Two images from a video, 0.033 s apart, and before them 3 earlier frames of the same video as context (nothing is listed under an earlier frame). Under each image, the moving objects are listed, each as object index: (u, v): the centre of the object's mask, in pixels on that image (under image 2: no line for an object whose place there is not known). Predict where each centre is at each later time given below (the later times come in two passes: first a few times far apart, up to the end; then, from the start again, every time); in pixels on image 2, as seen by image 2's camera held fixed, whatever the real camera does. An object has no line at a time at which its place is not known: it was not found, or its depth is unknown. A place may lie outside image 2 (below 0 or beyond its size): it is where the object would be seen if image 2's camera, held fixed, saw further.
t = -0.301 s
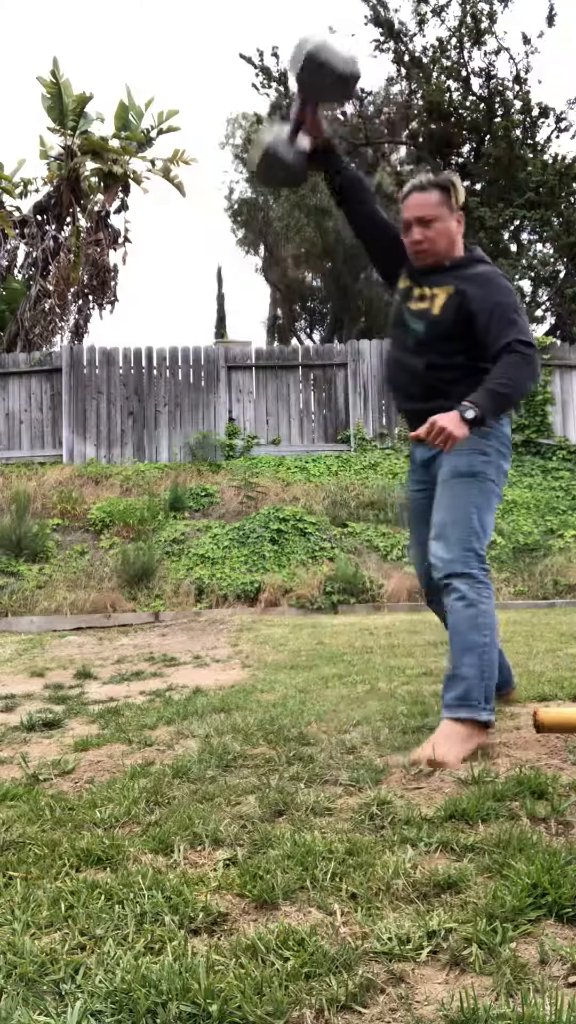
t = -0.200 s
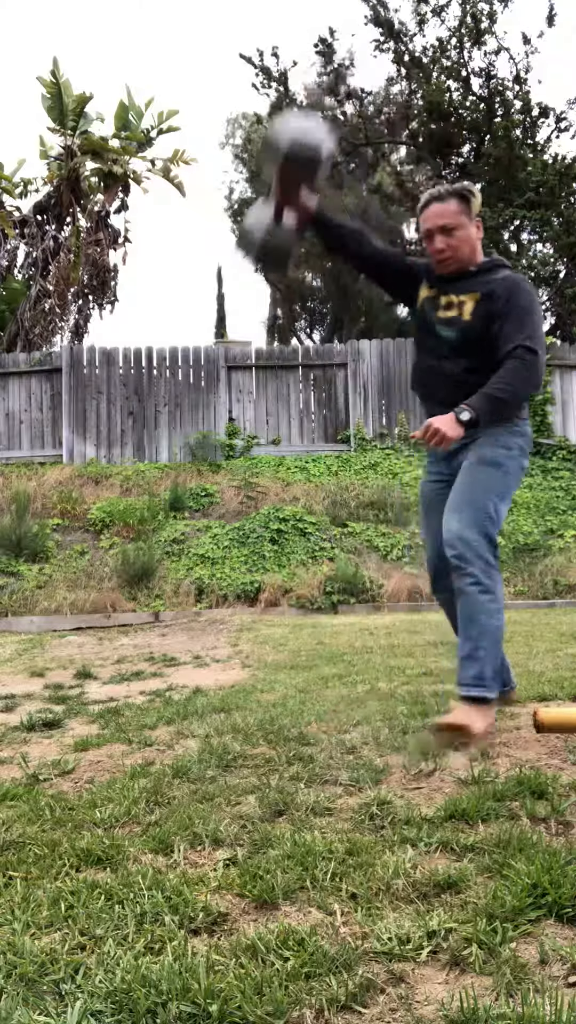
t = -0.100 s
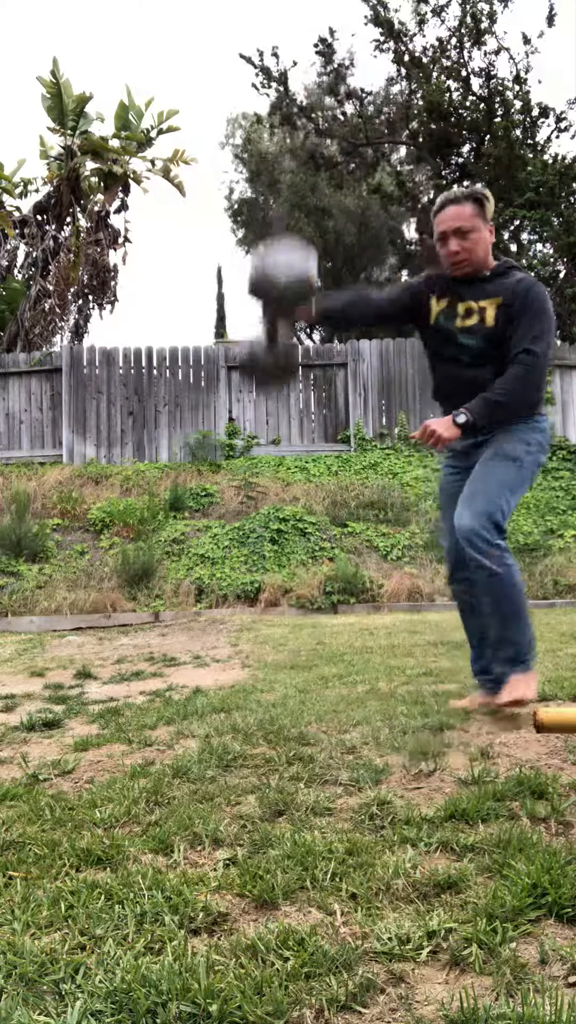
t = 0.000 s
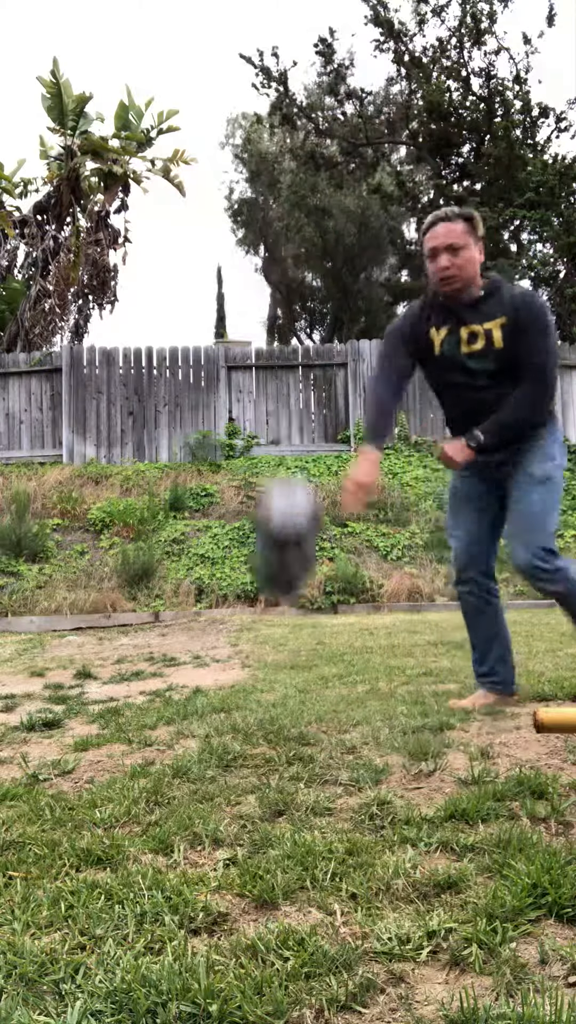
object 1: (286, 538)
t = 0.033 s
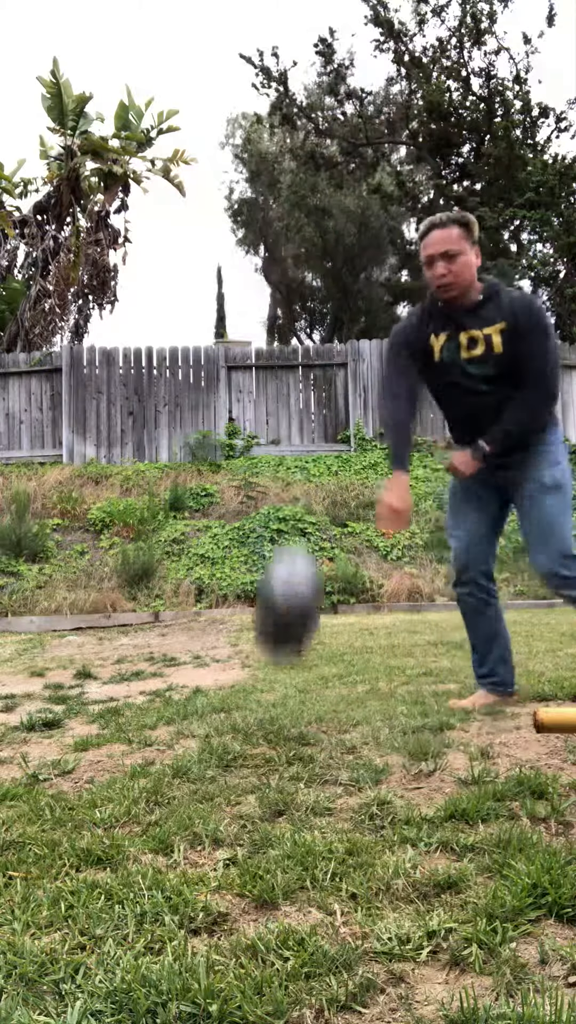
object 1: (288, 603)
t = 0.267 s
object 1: (265, 710)
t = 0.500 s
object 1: (215, 713)
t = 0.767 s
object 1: (157, 754)
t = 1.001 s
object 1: (145, 755)
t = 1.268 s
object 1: (144, 755)
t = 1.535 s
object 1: (145, 755)
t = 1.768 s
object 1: (142, 754)
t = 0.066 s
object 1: (291, 681)
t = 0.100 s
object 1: (293, 732)
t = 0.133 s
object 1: (288, 723)
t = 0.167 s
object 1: (282, 720)
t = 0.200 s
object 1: (277, 713)
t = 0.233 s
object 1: (271, 711)
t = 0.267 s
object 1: (265, 710)
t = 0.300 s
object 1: (256, 711)
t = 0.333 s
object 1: (247, 713)
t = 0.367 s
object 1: (242, 714)
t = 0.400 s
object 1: (236, 713)
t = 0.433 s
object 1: (229, 712)
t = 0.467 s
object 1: (222, 712)
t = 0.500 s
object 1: (215, 713)
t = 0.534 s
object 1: (208, 715)
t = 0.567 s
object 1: (200, 717)
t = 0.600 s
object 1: (194, 722)
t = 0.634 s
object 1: (186, 725)
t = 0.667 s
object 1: (177, 732)
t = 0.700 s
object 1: (169, 742)
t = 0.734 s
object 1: (162, 752)
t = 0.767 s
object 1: (157, 754)
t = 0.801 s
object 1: (151, 753)
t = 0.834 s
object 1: (147, 754)
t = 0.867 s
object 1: (145, 755)
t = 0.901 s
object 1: (144, 755)
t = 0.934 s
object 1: (144, 755)
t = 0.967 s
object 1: (144, 755)
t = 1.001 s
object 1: (145, 755)
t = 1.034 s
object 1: (145, 755)
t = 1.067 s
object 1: (145, 755)
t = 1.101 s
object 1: (145, 755)
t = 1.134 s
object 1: (145, 755)
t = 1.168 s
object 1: (145, 755)
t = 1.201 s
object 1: (144, 755)
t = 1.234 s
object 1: (145, 755)
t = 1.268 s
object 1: (144, 755)
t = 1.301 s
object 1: (144, 755)
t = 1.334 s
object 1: (144, 755)
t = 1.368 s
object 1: (144, 755)
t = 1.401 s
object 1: (144, 755)
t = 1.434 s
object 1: (145, 755)
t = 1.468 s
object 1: (145, 755)
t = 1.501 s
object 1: (145, 755)
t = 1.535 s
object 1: (145, 755)
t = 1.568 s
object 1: (145, 755)
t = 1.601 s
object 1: (145, 755)
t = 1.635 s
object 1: (145, 755)
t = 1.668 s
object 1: (145, 755)
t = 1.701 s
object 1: (145, 755)
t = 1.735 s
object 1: (145, 755)
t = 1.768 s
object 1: (142, 754)
